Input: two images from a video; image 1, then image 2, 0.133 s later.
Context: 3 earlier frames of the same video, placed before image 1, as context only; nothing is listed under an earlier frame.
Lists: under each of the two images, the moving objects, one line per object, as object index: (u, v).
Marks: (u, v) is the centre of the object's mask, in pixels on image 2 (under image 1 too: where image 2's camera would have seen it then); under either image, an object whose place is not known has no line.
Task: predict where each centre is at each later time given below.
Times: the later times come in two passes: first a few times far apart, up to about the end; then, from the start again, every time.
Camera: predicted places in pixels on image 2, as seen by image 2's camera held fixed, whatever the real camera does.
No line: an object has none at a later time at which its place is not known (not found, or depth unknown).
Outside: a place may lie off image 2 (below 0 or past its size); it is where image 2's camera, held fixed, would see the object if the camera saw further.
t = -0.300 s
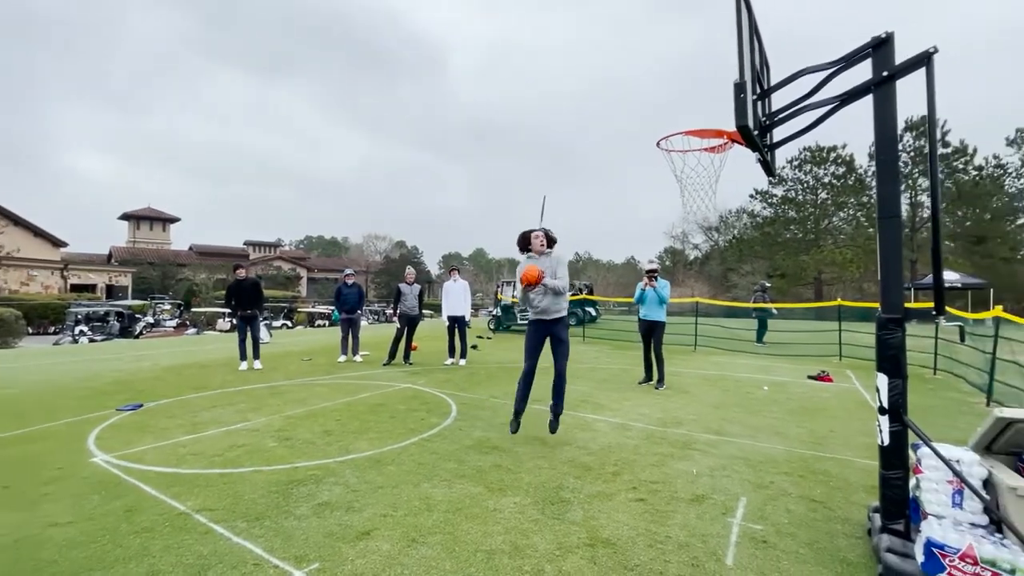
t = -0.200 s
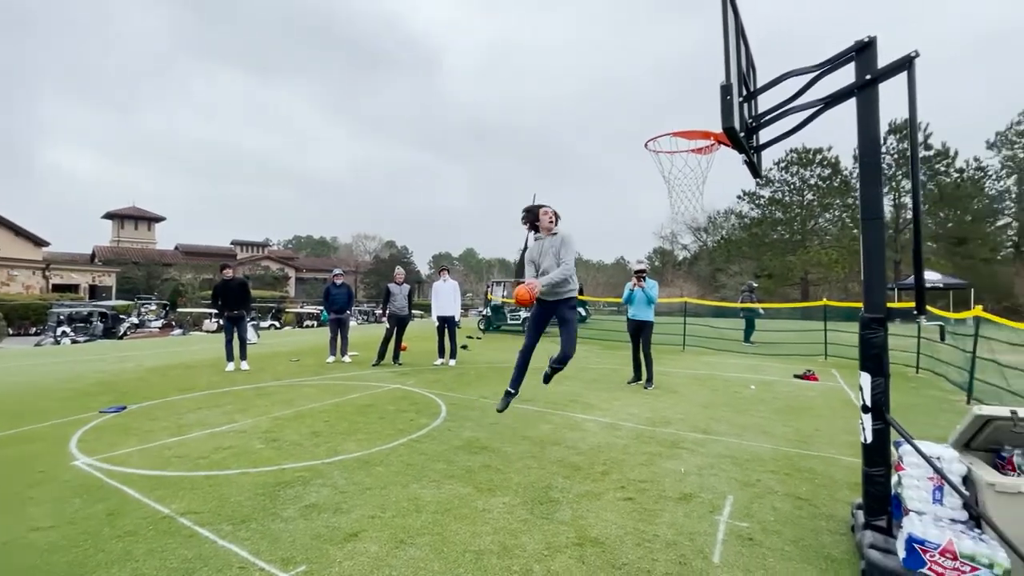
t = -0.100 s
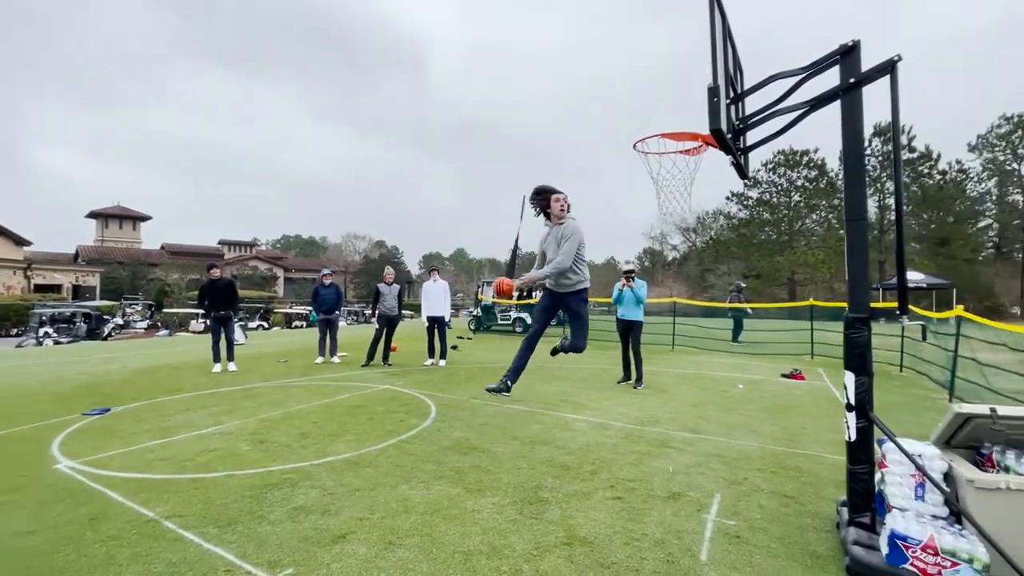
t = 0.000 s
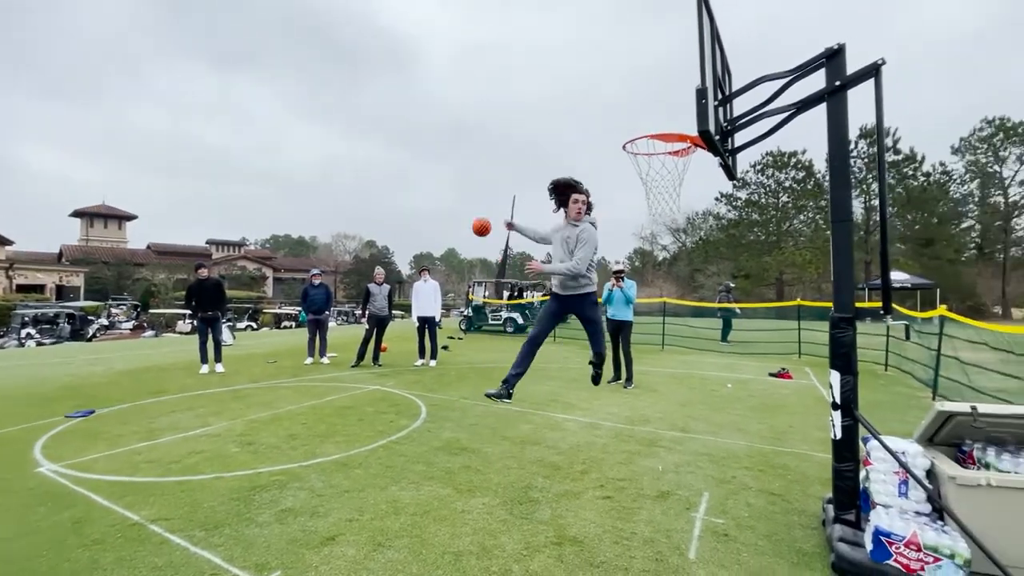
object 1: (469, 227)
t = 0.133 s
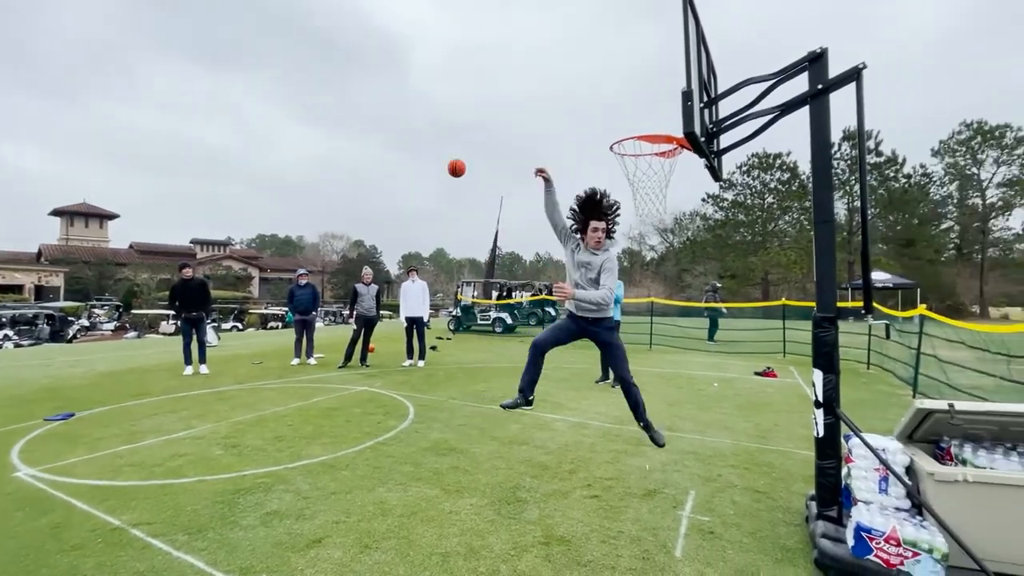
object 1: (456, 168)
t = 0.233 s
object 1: (448, 140)
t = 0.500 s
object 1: (428, 117)
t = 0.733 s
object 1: (412, 146)
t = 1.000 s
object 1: (398, 220)
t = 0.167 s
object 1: (453, 157)
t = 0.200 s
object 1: (450, 148)
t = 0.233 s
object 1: (448, 140)
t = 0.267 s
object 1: (445, 133)
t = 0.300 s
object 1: (442, 127)
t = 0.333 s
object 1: (440, 123)
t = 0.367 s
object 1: (437, 120)
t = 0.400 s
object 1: (435, 118)
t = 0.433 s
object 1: (432, 117)
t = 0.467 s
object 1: (430, 116)
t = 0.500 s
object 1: (428, 117)
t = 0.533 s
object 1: (425, 118)
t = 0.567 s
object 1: (423, 121)
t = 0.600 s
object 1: (421, 124)
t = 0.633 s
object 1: (419, 129)
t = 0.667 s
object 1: (417, 134)
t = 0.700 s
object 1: (414, 139)
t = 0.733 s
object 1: (412, 146)
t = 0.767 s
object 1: (411, 152)
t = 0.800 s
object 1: (409, 160)
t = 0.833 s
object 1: (407, 169)
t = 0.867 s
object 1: (405, 178)
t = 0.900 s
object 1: (403, 188)
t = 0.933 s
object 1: (401, 198)
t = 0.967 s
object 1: (399, 209)
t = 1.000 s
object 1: (398, 220)
